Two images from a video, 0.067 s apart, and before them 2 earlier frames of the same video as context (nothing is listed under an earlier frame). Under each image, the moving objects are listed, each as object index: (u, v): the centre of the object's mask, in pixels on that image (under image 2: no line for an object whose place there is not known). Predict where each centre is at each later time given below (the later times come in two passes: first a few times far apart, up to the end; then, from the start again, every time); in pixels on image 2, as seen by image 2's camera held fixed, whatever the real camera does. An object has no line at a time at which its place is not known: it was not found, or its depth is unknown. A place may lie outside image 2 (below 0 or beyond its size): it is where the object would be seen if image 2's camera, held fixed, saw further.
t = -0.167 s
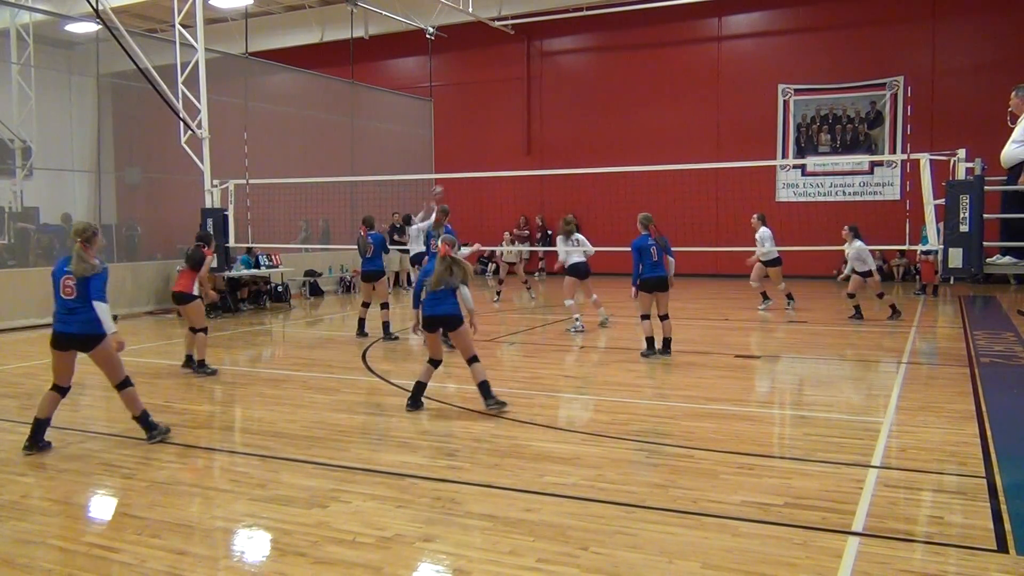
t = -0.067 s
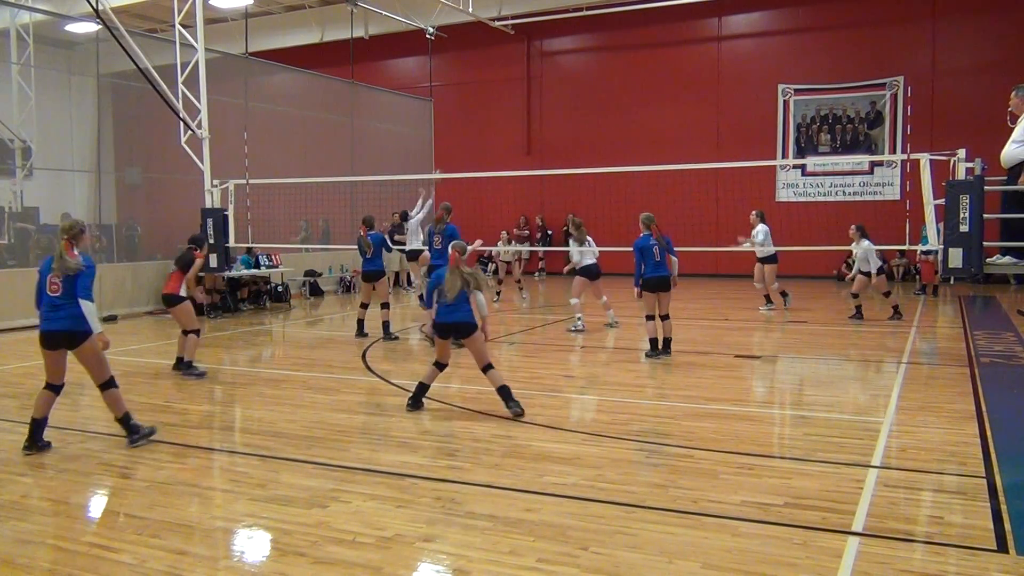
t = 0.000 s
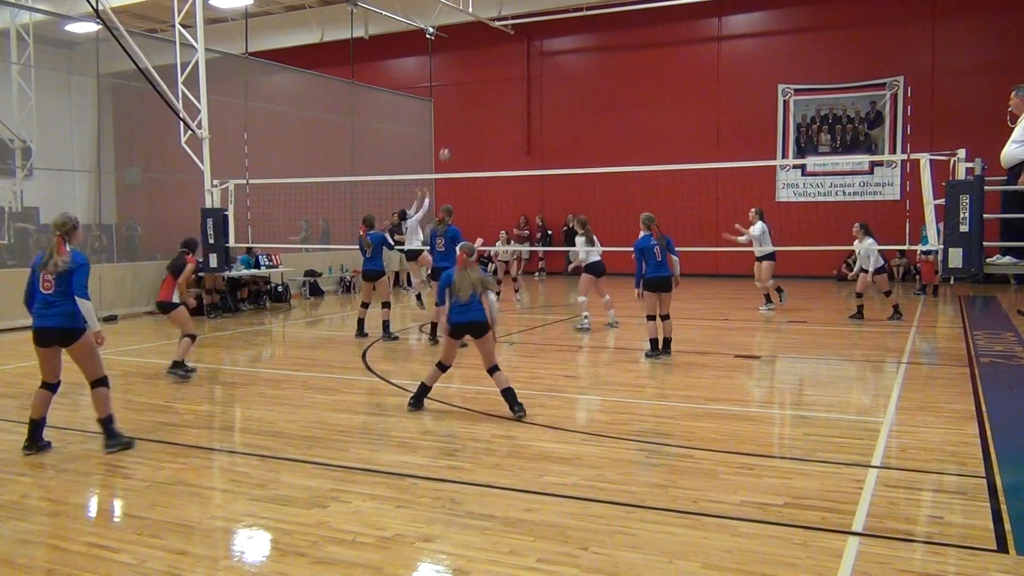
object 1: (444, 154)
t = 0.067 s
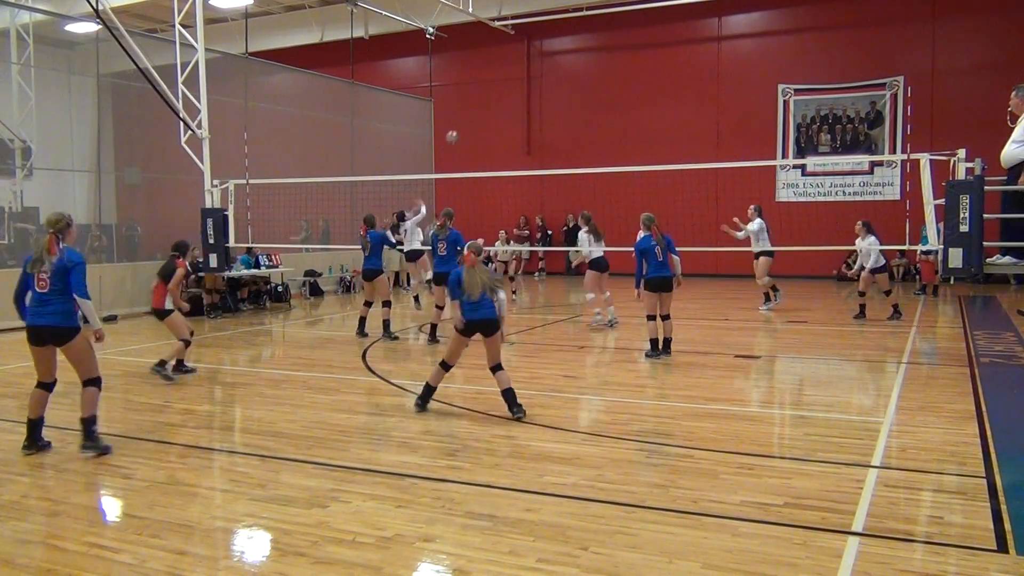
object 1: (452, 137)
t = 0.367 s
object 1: (485, 91)
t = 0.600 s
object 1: (509, 92)
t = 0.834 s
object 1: (531, 121)
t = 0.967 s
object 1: (542, 148)
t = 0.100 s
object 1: (455, 129)
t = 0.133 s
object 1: (459, 121)
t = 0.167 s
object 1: (463, 115)
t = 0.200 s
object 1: (467, 109)
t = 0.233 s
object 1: (470, 104)
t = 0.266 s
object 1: (474, 100)
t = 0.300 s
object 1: (477, 96)
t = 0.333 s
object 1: (481, 93)
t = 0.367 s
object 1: (485, 91)
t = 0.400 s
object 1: (488, 89)
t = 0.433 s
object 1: (492, 88)
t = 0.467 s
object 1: (495, 88)
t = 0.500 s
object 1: (498, 88)
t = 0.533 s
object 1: (502, 88)
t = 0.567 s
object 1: (505, 90)
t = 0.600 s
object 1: (509, 92)
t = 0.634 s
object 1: (512, 94)
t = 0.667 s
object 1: (515, 97)
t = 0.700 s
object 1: (518, 101)
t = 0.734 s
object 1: (521, 105)
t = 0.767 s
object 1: (524, 109)
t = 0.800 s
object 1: (528, 115)
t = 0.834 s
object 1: (531, 121)
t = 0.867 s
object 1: (534, 127)
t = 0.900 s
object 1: (537, 134)
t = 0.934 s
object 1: (540, 141)
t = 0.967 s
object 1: (542, 148)
